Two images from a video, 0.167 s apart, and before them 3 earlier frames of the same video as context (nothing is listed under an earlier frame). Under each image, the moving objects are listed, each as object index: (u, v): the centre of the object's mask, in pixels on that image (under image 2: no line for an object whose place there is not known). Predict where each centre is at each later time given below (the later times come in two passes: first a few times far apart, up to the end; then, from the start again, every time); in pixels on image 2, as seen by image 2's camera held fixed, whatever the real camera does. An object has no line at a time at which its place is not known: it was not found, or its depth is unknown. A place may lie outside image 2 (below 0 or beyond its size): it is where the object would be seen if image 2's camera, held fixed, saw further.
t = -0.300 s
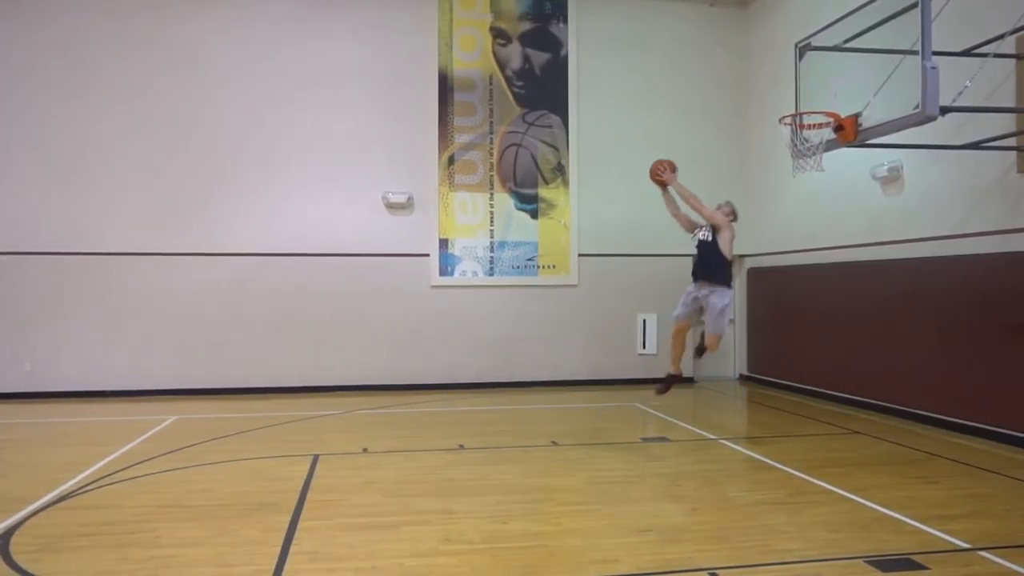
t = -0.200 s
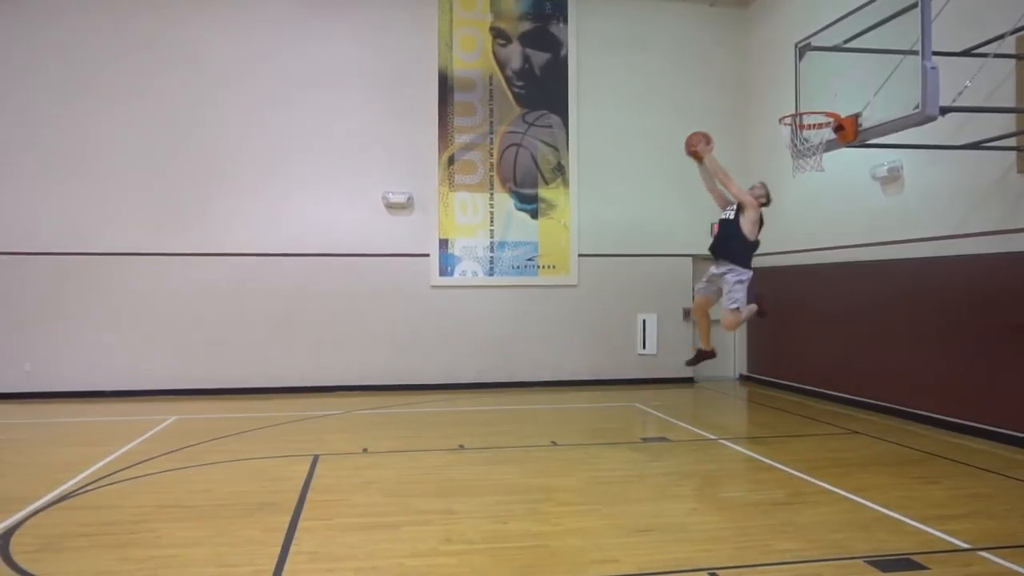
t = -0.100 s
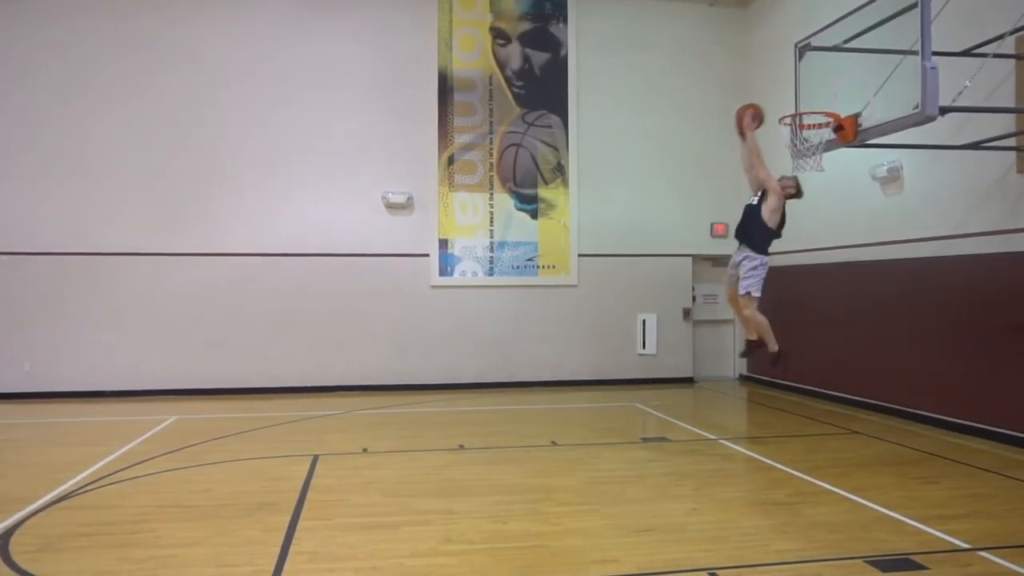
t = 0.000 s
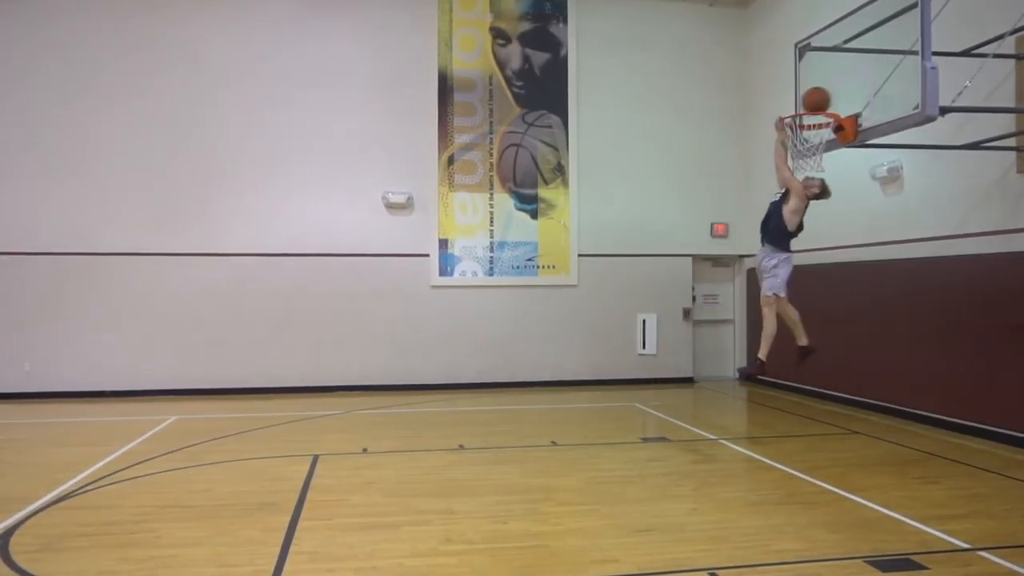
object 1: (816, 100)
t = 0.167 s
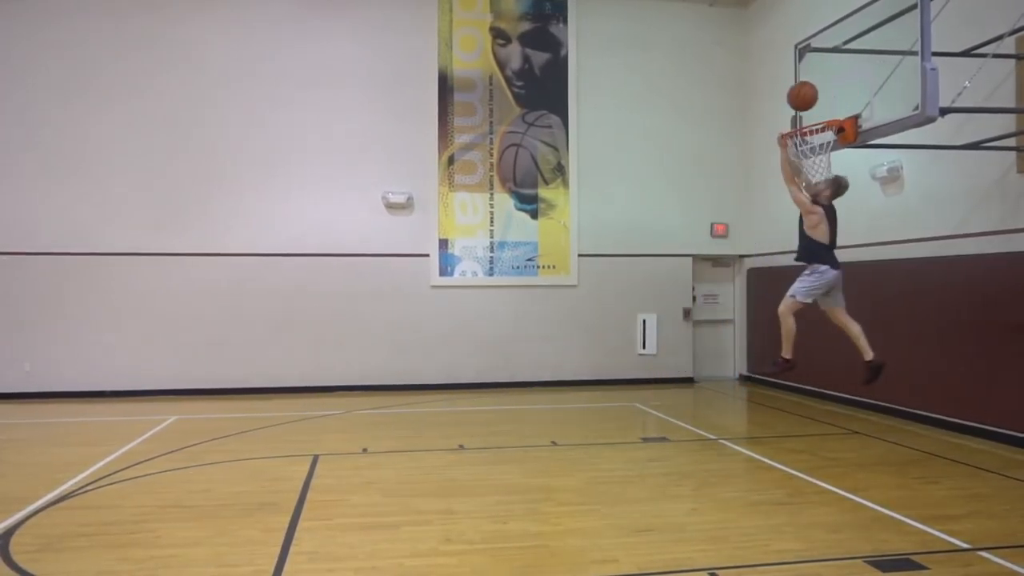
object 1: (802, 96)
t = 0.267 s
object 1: (767, 109)
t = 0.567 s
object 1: (644, 238)
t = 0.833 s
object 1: (514, 500)
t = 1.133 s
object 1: (415, 352)
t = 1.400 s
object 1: (321, 273)
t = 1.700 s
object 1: (199, 338)
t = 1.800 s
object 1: (155, 405)
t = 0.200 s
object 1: (791, 99)
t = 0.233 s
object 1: (778, 103)
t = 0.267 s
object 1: (767, 109)
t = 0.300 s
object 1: (754, 116)
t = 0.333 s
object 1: (741, 126)
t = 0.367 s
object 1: (728, 136)
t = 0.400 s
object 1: (715, 149)
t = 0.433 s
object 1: (701, 163)
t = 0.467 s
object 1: (687, 179)
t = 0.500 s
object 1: (673, 196)
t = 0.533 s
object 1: (659, 217)
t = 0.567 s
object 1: (644, 238)
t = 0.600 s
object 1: (630, 263)
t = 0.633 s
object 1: (614, 289)
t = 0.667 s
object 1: (598, 318)
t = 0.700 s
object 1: (582, 350)
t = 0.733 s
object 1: (566, 383)
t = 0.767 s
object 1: (549, 420)
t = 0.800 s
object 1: (532, 458)
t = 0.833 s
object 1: (514, 500)
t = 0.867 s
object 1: (498, 536)
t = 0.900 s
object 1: (488, 508)
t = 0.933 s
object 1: (478, 481)
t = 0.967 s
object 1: (468, 456)
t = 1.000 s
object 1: (458, 432)
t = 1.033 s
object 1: (448, 411)
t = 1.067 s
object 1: (437, 389)
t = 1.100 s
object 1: (426, 370)
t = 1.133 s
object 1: (415, 352)
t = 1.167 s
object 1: (404, 336)
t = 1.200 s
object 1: (393, 322)
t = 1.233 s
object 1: (381, 309)
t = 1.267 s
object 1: (370, 298)
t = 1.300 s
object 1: (358, 289)
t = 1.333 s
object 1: (347, 282)
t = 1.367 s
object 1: (334, 276)
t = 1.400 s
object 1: (321, 273)
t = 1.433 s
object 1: (307, 271)
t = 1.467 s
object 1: (295, 272)
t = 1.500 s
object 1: (282, 274)
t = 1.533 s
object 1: (269, 279)
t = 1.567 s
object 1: (255, 286)
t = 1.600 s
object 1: (240, 296)
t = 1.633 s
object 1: (226, 308)
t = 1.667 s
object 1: (213, 322)
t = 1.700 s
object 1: (199, 338)
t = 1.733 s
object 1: (185, 358)
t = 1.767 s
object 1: (170, 380)
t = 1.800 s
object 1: (155, 405)
